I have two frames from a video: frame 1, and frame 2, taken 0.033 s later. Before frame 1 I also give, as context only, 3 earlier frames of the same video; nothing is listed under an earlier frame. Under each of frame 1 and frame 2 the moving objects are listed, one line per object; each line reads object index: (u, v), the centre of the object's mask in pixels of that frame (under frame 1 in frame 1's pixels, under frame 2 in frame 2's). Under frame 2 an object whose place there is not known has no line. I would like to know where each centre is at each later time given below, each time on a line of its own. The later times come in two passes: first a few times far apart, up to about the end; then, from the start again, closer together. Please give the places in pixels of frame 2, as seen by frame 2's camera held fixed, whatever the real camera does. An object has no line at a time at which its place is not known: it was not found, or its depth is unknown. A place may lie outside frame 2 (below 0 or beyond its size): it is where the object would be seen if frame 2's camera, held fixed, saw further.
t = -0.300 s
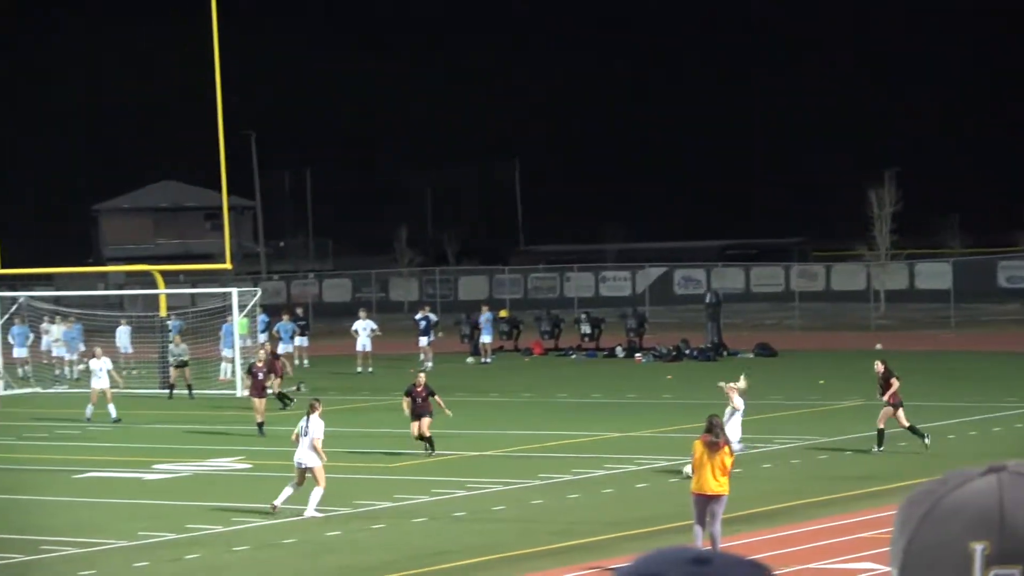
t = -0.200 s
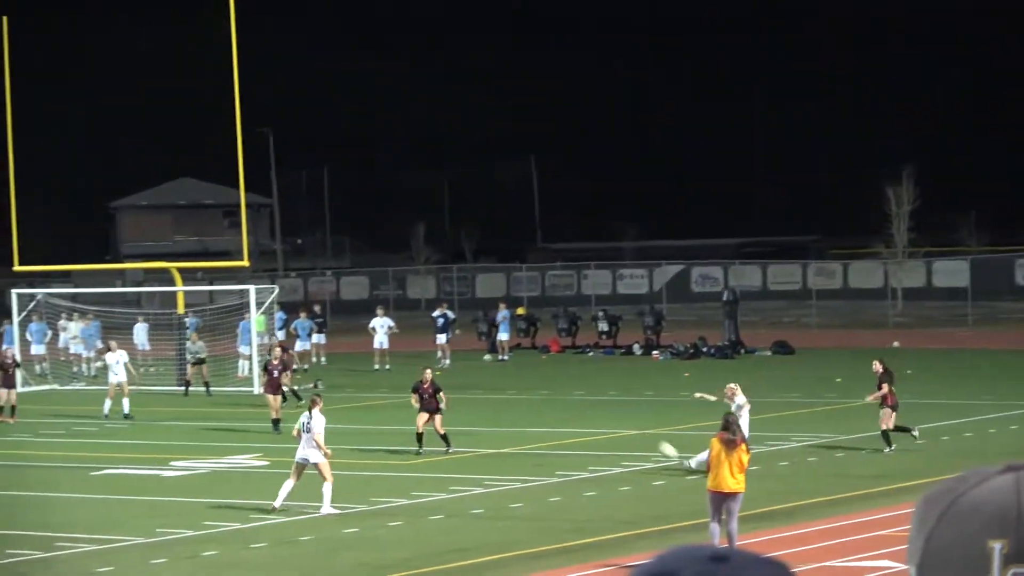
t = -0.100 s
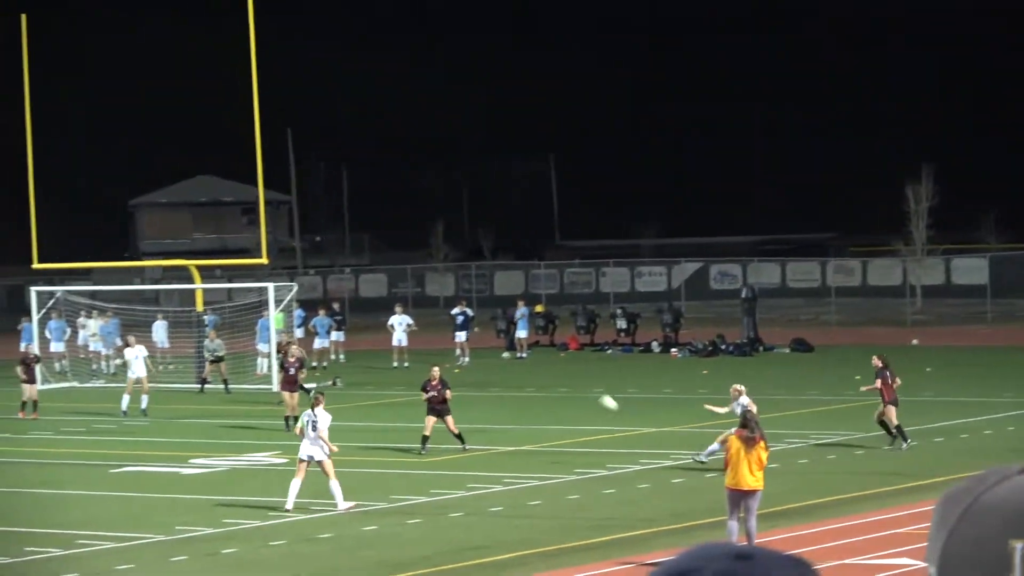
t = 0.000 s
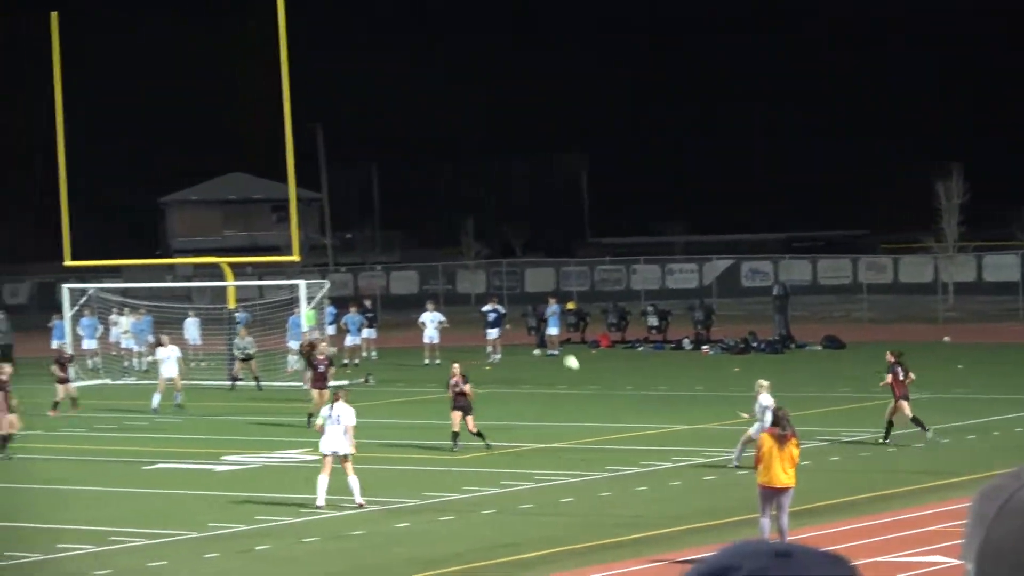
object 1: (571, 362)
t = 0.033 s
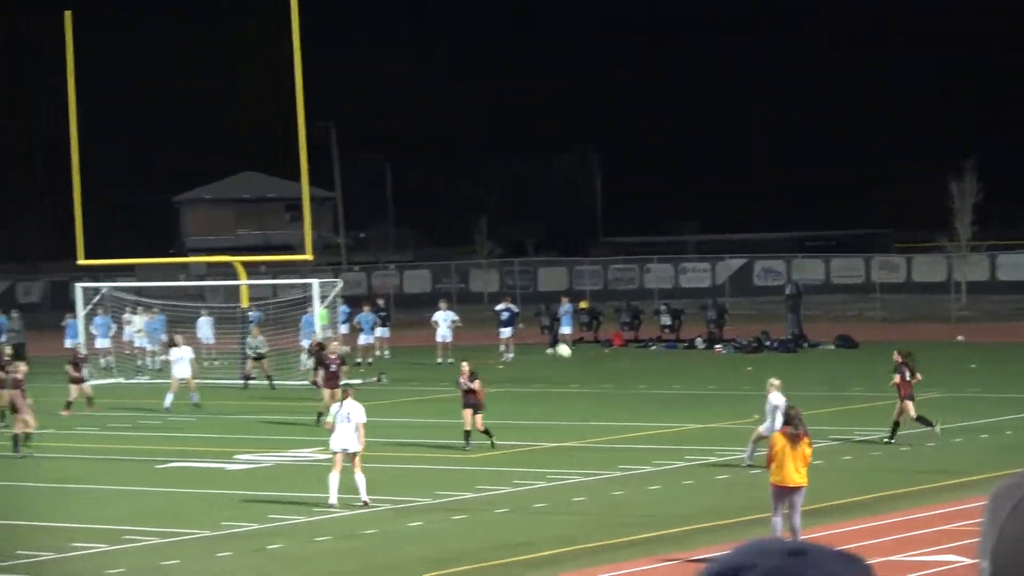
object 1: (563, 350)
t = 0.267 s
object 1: (438, 292)
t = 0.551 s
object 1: (324, 259)
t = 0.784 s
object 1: (252, 260)
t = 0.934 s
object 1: (213, 271)
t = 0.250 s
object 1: (446, 295)
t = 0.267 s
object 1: (438, 292)
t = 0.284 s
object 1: (431, 289)
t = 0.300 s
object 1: (423, 286)
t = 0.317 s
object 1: (416, 283)
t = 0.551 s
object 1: (324, 259)
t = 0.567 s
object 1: (318, 259)
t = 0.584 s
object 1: (313, 258)
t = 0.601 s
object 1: (308, 258)
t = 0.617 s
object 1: (303, 257)
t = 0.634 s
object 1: (297, 257)
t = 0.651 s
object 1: (292, 257)
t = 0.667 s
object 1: (286, 257)
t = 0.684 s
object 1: (281, 257)
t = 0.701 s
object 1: (276, 257)
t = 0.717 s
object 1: (271, 257)
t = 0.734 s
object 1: (266, 258)
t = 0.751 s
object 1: (261, 258)
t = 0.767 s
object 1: (257, 259)
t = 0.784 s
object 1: (252, 260)
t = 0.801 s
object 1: (248, 261)
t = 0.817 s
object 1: (243, 262)
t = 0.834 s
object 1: (238, 263)
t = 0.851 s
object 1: (234, 264)
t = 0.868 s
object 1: (230, 265)
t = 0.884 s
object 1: (225, 267)
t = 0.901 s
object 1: (221, 268)
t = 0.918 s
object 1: (217, 270)
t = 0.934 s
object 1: (213, 271)
